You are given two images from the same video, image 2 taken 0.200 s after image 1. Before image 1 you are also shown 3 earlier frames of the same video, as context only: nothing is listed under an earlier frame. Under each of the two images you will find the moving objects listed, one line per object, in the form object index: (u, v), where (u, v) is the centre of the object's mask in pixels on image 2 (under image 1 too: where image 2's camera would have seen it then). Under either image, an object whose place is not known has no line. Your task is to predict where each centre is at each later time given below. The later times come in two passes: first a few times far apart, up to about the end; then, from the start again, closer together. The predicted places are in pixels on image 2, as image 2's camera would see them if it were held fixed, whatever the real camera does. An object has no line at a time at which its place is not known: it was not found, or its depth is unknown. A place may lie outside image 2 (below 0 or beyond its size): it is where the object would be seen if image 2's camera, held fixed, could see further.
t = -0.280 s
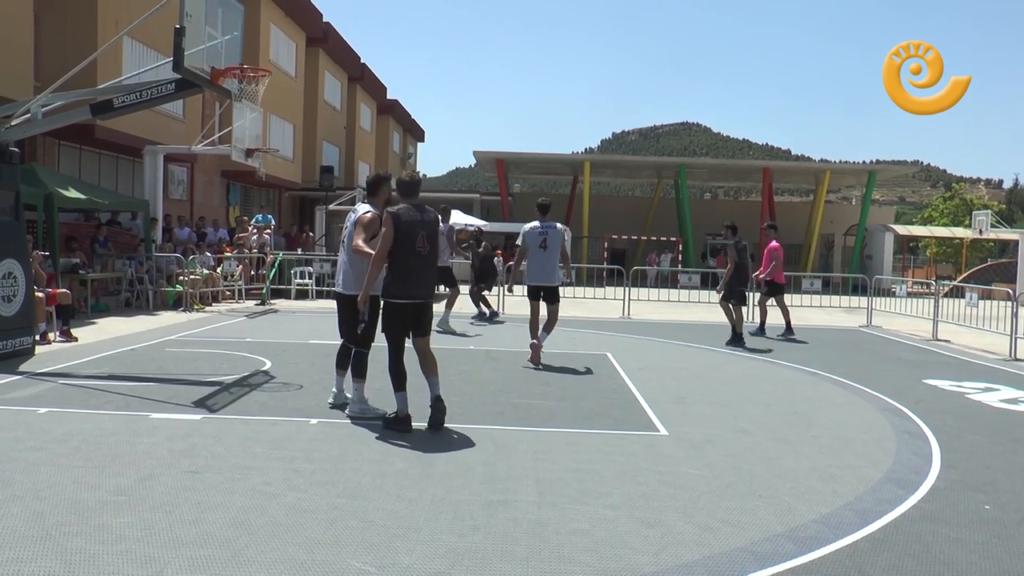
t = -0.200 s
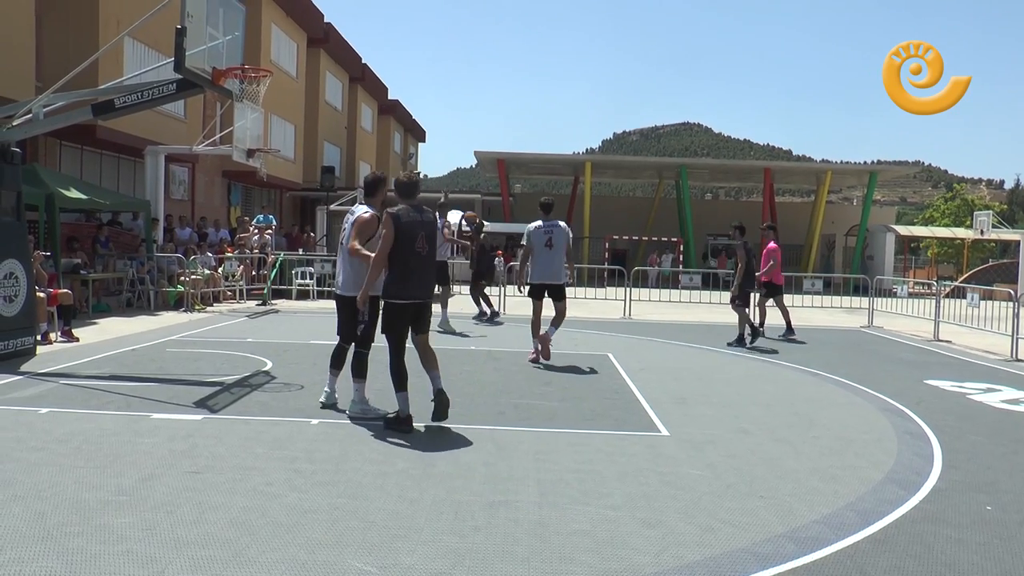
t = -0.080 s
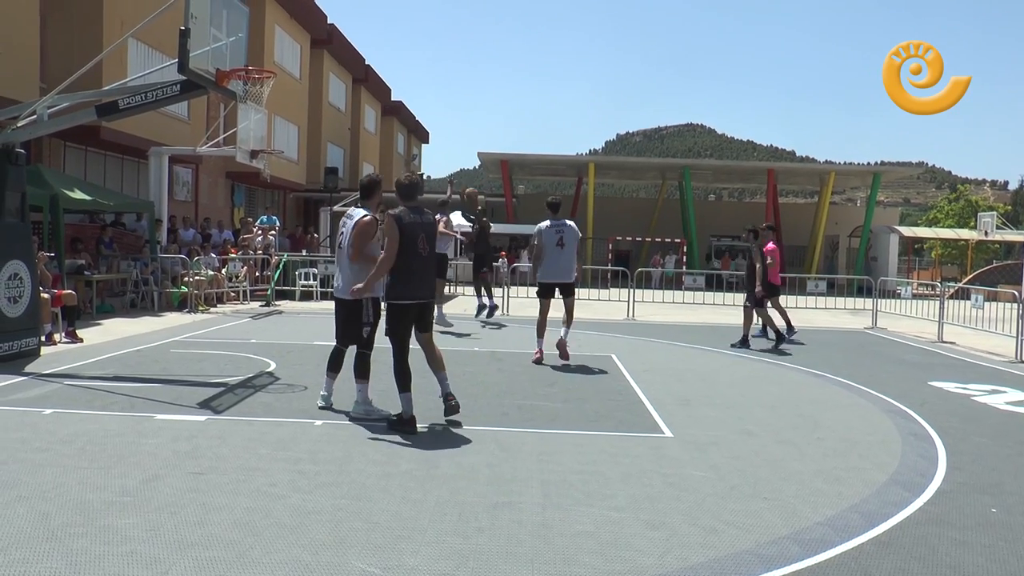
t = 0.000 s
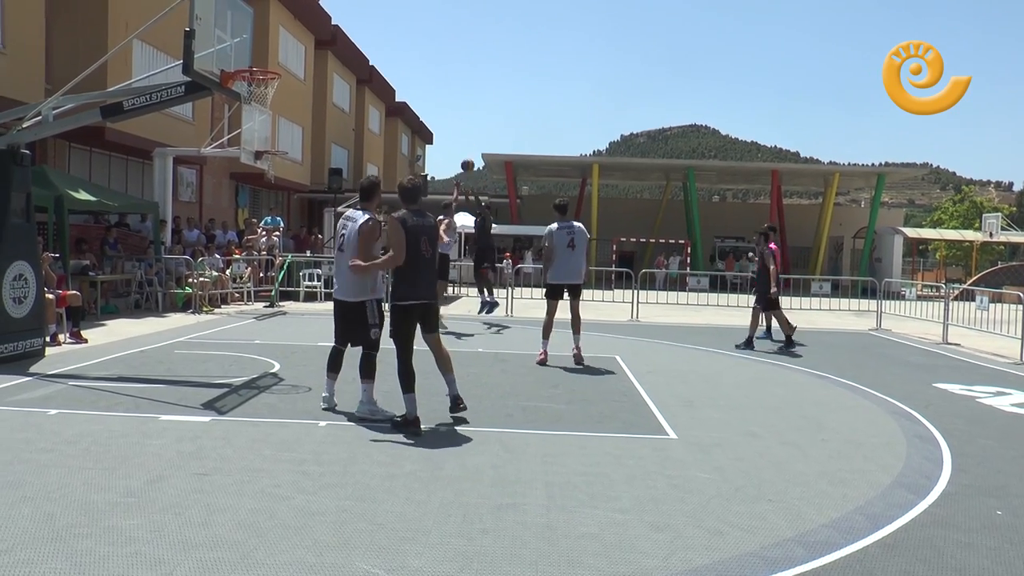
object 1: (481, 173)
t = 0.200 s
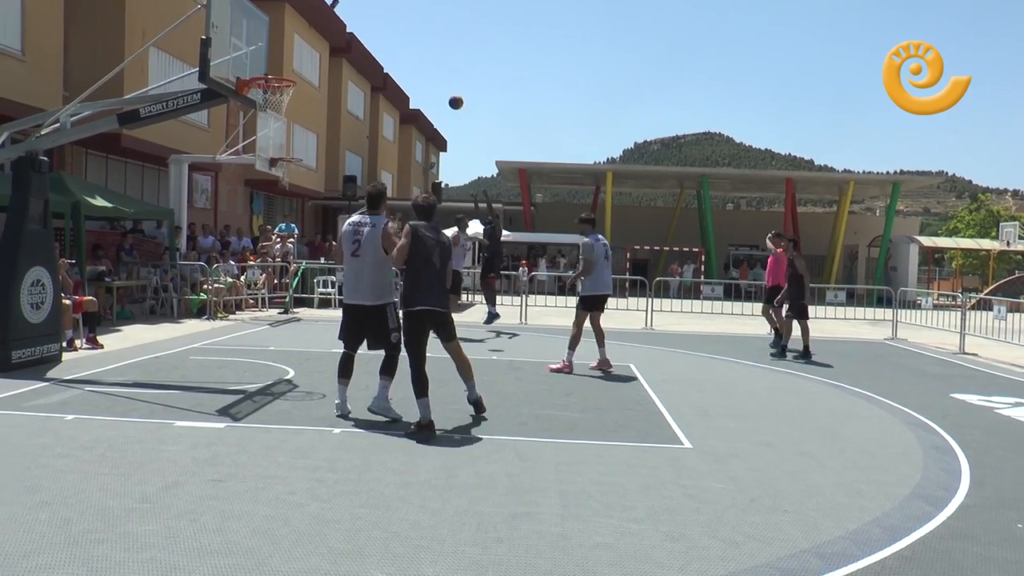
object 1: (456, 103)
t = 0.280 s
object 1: (444, 79)
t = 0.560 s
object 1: (400, 19)
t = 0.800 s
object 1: (350, 1)
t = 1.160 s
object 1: (250, 65)
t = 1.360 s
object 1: (258, 144)
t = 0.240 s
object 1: (450, 90)
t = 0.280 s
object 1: (444, 79)
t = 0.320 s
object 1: (438, 68)
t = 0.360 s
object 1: (433, 58)
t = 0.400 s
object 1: (426, 48)
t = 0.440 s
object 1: (420, 40)
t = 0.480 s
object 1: (413, 32)
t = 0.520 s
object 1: (407, 25)
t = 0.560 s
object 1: (400, 19)
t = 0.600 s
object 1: (392, 13)
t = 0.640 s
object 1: (385, 9)
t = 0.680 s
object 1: (377, 5)
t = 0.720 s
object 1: (368, 3)
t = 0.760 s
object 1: (360, 1)
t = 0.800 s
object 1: (350, 1)
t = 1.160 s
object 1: (250, 65)
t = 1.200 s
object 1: (251, 80)
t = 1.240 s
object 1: (252, 91)
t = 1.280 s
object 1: (254, 107)
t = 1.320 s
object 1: (256, 123)
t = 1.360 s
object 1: (258, 144)
